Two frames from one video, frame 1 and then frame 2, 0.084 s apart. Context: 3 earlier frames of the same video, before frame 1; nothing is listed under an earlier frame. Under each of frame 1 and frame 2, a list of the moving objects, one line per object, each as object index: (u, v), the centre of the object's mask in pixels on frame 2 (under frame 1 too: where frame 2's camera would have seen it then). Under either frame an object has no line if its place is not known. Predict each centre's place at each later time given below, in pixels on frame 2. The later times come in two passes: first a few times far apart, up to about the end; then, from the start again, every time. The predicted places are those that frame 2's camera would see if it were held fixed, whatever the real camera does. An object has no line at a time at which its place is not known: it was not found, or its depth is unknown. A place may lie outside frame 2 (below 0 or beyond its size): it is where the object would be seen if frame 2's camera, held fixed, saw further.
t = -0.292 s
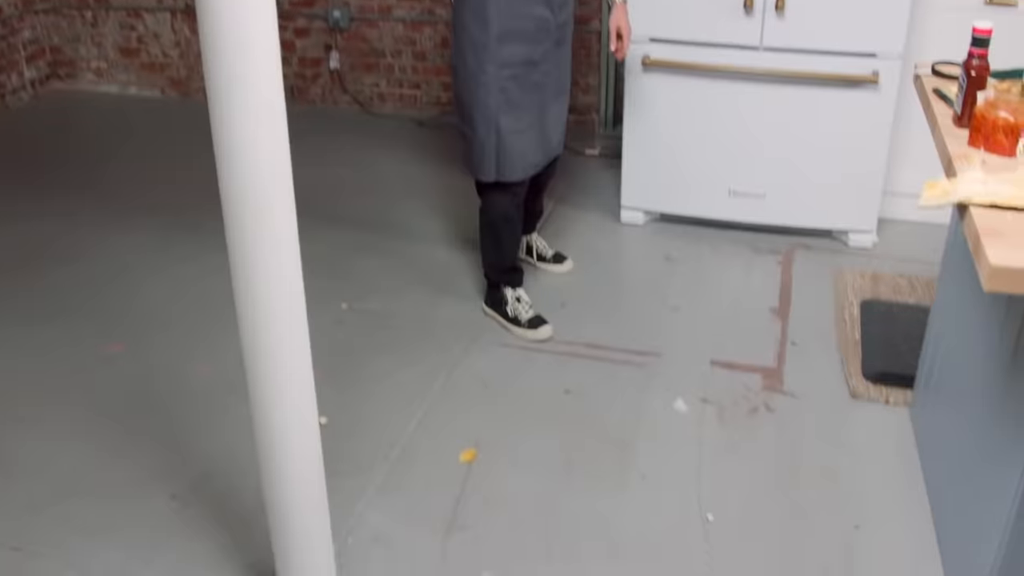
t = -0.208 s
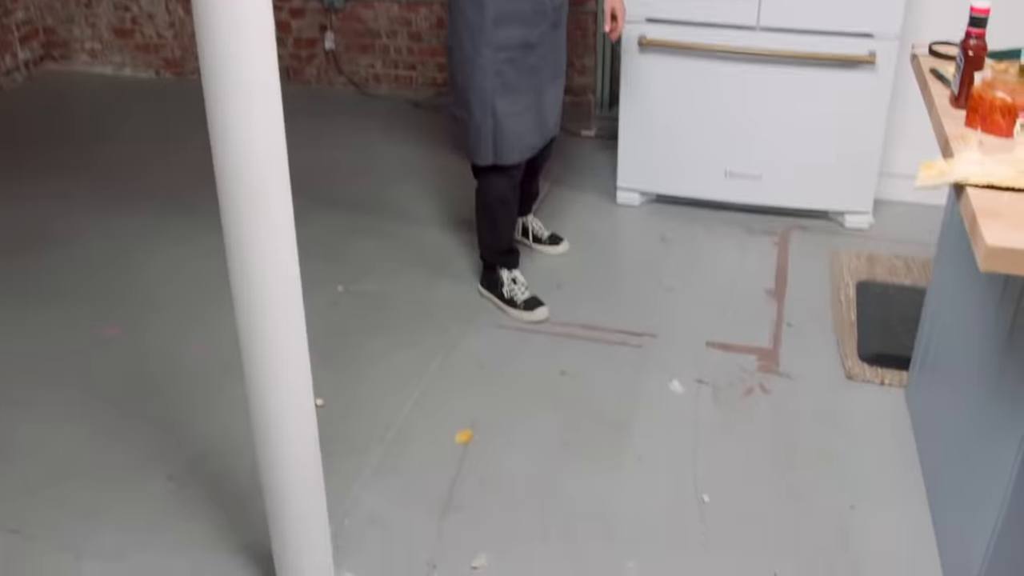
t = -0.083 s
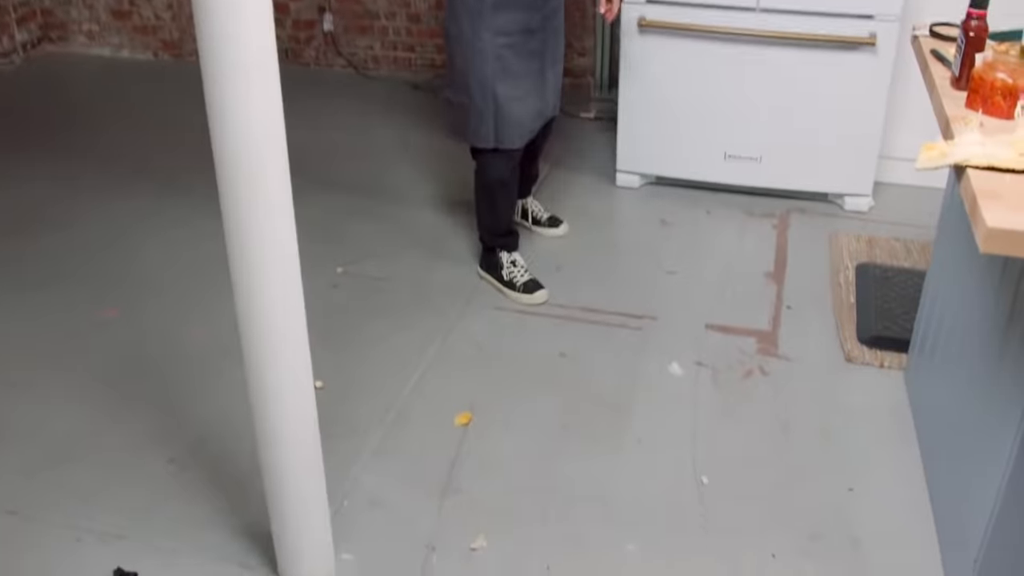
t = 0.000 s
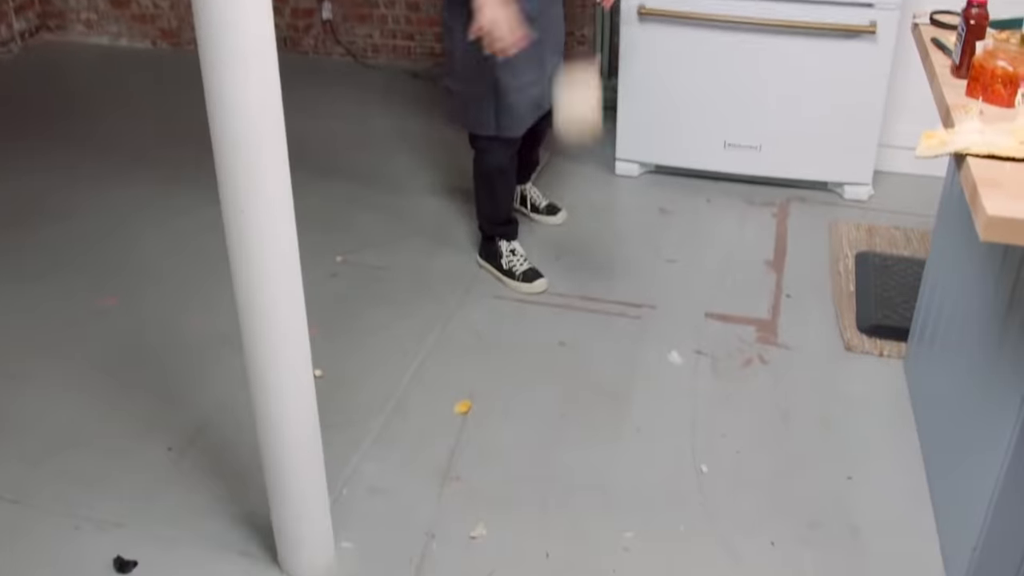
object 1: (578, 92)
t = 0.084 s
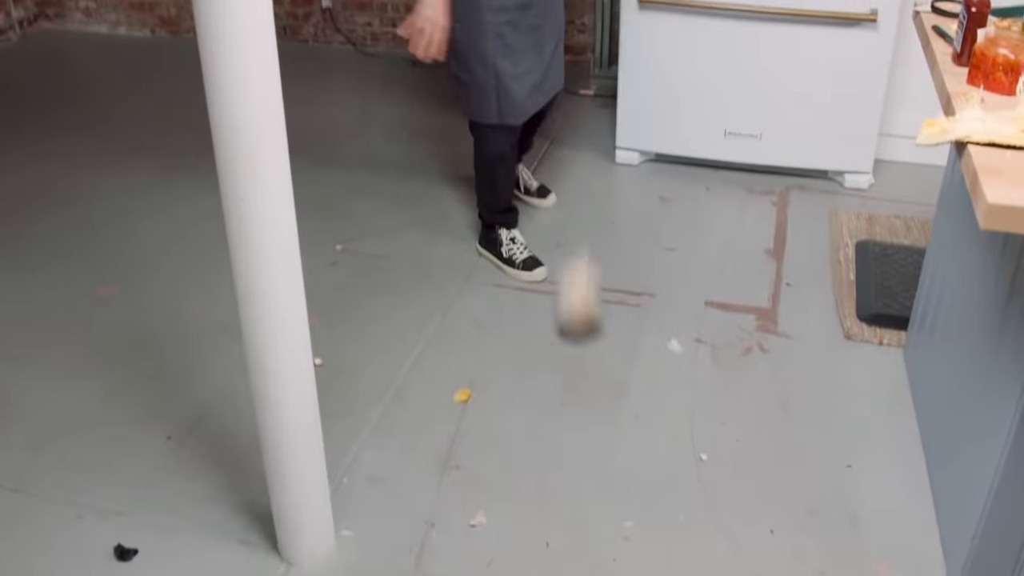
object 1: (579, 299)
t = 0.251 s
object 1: (577, 307)
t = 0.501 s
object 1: (579, 290)
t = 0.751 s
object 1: (579, 269)
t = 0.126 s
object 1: (579, 321)
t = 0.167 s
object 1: (578, 311)
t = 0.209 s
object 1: (578, 306)
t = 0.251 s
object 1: (577, 307)
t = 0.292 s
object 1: (574, 309)
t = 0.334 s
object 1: (573, 308)
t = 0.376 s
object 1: (575, 303)
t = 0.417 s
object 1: (576, 298)
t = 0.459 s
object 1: (578, 293)
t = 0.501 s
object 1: (579, 290)
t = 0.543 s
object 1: (580, 287)
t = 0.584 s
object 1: (580, 283)
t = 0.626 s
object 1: (580, 279)
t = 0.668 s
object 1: (580, 276)
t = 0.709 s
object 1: (580, 273)
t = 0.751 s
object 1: (579, 269)
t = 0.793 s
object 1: (578, 266)
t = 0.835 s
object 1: (578, 264)
